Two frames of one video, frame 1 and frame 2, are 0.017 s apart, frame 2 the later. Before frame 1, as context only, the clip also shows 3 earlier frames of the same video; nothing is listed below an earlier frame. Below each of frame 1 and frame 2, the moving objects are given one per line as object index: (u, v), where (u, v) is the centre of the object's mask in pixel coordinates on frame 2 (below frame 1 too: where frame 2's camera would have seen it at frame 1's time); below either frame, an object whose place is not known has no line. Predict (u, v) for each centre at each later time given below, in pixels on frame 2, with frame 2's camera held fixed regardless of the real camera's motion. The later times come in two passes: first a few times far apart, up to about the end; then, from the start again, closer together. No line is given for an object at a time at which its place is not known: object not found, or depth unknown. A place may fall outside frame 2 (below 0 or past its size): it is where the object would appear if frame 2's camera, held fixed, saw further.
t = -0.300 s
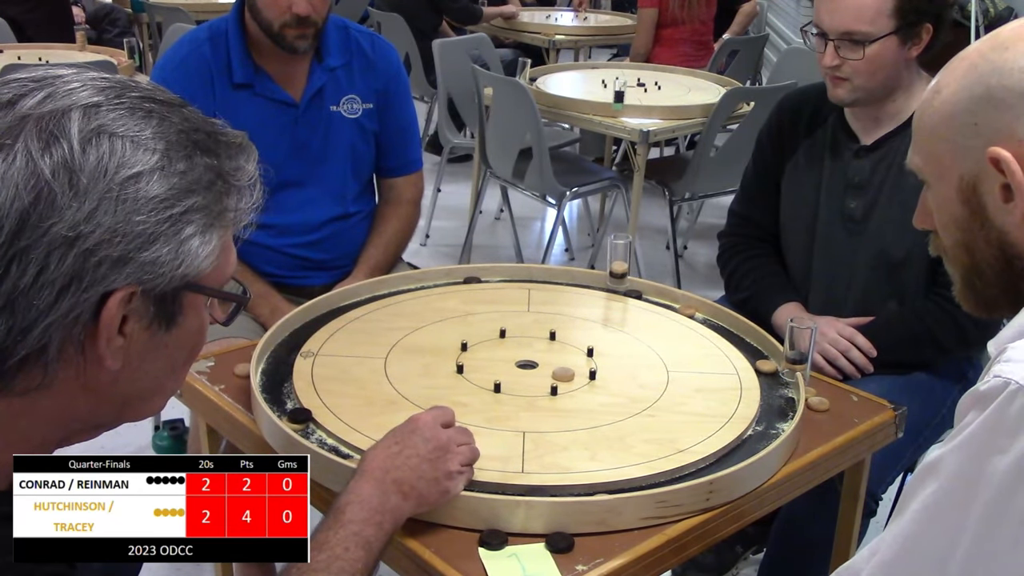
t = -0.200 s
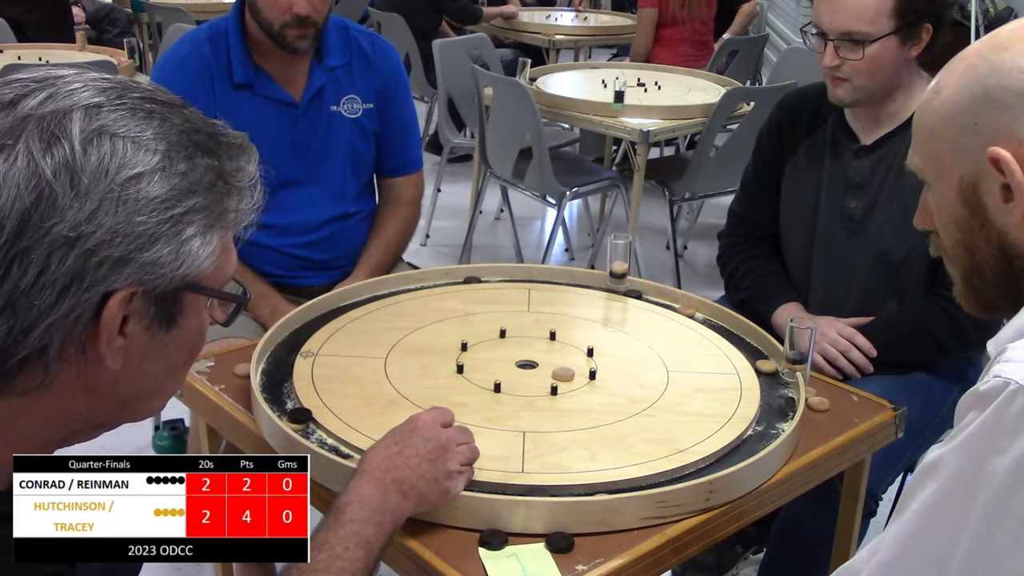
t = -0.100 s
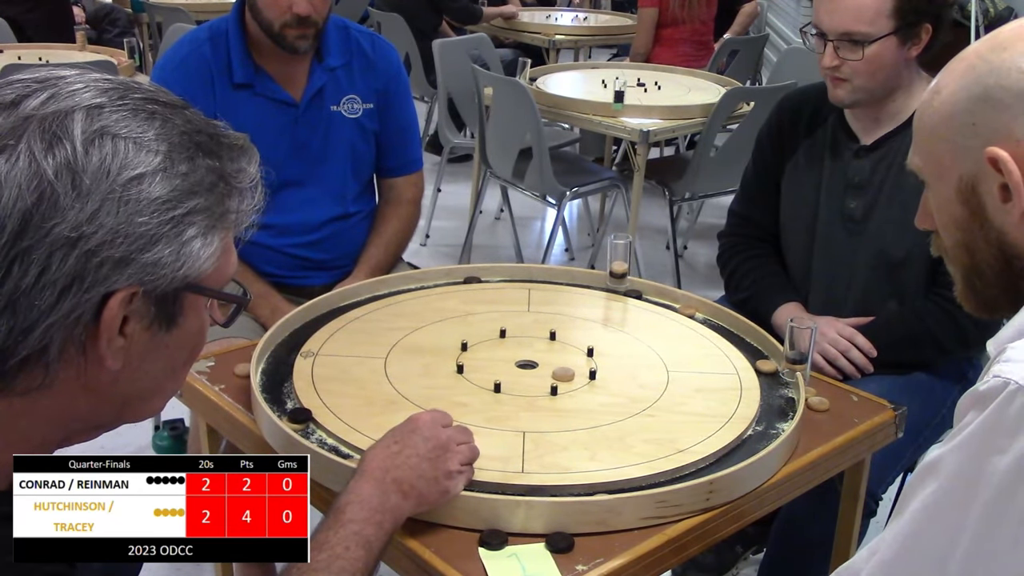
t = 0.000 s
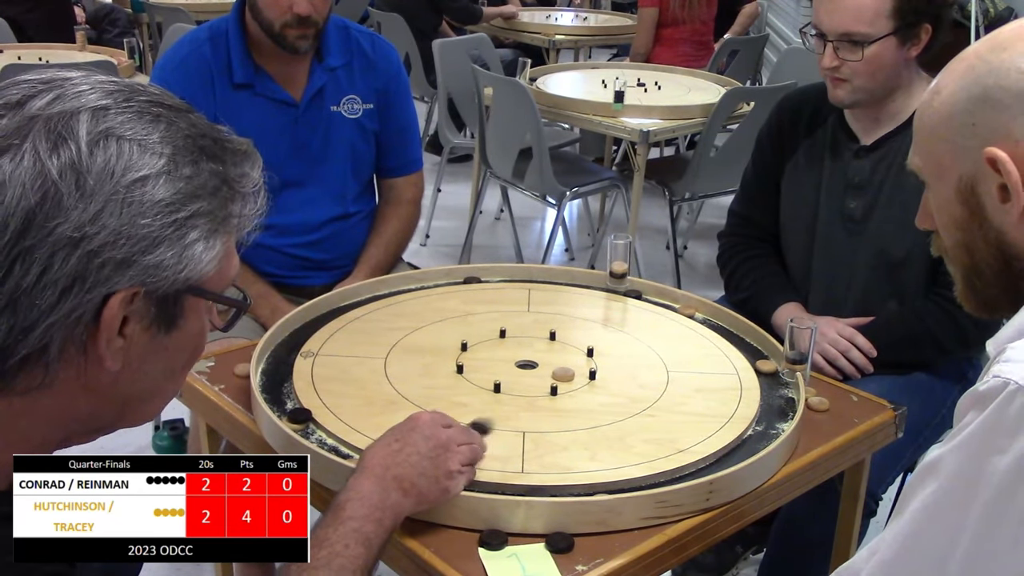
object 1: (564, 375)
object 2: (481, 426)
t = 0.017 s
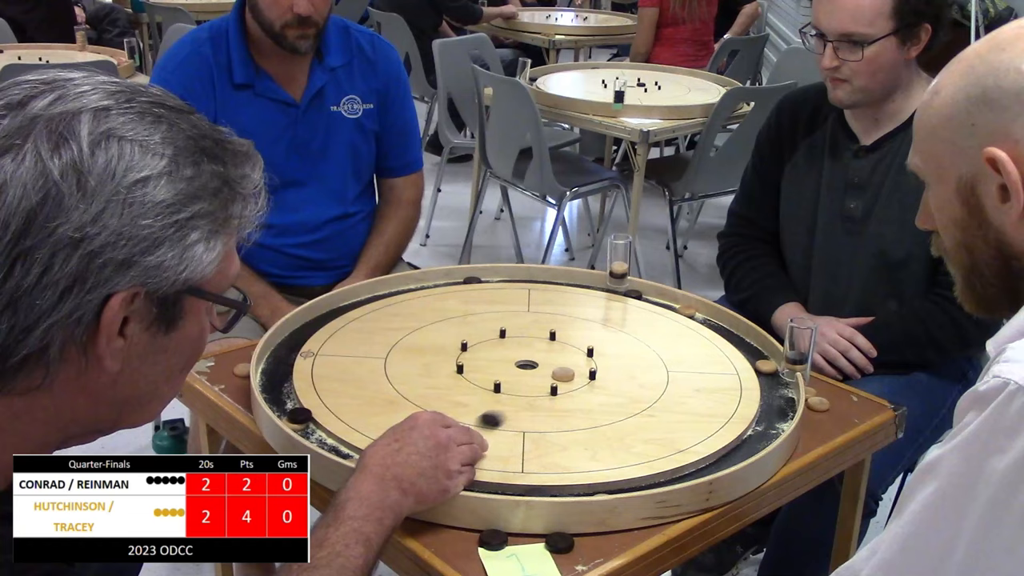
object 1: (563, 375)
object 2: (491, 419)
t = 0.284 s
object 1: (617, 384)
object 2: (550, 382)
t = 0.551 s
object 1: (671, 438)
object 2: (549, 380)
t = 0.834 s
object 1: (698, 475)
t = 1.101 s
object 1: (689, 479)
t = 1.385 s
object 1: (690, 479)
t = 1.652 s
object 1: (691, 479)
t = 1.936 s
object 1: (691, 479)
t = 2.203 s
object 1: (691, 479)
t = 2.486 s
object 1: (691, 479)
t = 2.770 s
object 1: (691, 479)
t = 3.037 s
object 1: (691, 479)
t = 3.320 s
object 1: (691, 479)
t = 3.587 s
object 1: (691, 479)
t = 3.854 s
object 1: (691, 479)
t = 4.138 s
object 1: (690, 479)
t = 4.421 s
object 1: (691, 479)
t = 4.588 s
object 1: (691, 479)
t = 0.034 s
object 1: (563, 374)
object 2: (501, 413)
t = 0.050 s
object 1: (563, 374)
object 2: (511, 406)
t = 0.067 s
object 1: (563, 374)
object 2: (523, 399)
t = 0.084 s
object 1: (563, 374)
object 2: (530, 393)
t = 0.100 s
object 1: (563, 374)
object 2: (541, 386)
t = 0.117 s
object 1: (565, 373)
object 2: (548, 381)
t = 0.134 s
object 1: (571, 370)
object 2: (550, 384)
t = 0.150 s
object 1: (580, 365)
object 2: (549, 383)
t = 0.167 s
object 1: (588, 361)
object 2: (549, 383)
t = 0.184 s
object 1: (594, 361)
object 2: (549, 382)
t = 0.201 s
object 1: (598, 364)
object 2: (549, 382)
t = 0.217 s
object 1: (604, 369)
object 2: (549, 382)
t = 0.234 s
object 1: (606, 372)
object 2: (550, 382)
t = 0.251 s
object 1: (609, 377)
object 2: (550, 382)
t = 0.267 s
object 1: (613, 381)
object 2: (550, 382)
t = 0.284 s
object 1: (617, 384)
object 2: (550, 382)
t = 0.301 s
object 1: (621, 388)
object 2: (550, 382)
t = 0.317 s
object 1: (624, 392)
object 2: (550, 382)
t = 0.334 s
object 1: (628, 396)
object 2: (550, 382)
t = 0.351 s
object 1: (631, 400)
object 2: (550, 382)
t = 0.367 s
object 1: (635, 403)
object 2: (550, 382)
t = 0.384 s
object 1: (638, 406)
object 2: (550, 382)
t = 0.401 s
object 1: (642, 410)
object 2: (550, 382)
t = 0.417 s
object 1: (645, 413)
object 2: (550, 381)
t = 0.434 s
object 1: (649, 417)
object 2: (550, 381)
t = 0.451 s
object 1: (652, 419)
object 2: (550, 381)
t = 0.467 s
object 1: (655, 423)
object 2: (549, 381)
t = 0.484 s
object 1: (658, 426)
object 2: (549, 381)
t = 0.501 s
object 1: (661, 429)
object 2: (549, 381)
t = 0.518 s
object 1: (665, 432)
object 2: (549, 381)
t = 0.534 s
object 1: (667, 435)
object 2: (549, 380)
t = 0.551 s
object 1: (671, 438)
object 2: (549, 380)
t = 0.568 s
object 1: (673, 441)
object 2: (549, 380)
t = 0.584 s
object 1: (676, 444)
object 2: (549, 380)
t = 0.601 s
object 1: (679, 446)
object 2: (549, 381)
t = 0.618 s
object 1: (681, 449)
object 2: (549, 381)
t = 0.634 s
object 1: (684, 451)
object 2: (549, 381)
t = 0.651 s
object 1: (686, 454)
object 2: (549, 381)
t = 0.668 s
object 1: (688, 455)
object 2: (549, 381)
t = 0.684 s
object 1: (691, 458)
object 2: (549, 381)
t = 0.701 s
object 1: (693, 460)
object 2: (550, 381)
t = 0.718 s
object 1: (696, 464)
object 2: (550, 381)
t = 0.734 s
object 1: (698, 468)
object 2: (550, 381)
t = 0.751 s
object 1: (699, 470)
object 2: (550, 381)
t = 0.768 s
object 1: (701, 473)
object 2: (550, 381)
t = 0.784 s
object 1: (702, 473)
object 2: (550, 381)
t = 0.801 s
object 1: (702, 474)
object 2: (549, 381)
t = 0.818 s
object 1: (700, 474)
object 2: (550, 381)
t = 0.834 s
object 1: (698, 475)
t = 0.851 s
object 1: (696, 474)
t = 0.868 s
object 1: (694, 474)
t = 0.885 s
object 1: (691, 475)
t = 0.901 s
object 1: (689, 474)
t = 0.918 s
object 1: (687, 475)
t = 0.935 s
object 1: (687, 476)
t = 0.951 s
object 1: (687, 476)
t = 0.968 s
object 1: (687, 476)
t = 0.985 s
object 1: (688, 477)
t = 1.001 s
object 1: (688, 477)
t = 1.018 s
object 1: (688, 477)
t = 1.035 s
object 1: (688, 478)
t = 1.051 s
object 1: (689, 478)
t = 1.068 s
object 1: (689, 478)
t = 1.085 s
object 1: (689, 479)
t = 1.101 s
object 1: (689, 479)
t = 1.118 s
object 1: (689, 479)
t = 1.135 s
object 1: (689, 479)
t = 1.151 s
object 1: (689, 479)
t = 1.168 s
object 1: (689, 479)
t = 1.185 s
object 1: (689, 479)
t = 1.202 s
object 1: (689, 479)
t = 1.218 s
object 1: (689, 479)
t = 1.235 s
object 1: (689, 479)
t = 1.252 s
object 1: (689, 479)
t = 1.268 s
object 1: (689, 479)
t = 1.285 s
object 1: (689, 479)
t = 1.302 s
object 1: (689, 479)
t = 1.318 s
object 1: (689, 479)
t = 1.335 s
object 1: (689, 479)
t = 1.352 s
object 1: (690, 479)
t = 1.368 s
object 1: (690, 479)
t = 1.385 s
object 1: (690, 479)
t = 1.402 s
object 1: (690, 479)
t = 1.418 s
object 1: (690, 479)
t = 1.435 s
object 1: (690, 479)
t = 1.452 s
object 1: (690, 479)
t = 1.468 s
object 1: (690, 479)
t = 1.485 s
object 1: (690, 479)
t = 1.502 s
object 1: (690, 479)
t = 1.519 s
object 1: (690, 479)
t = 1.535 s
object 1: (690, 479)
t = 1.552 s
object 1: (691, 478)
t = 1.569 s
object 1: (691, 479)
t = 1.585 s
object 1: (691, 479)
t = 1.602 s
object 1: (691, 479)
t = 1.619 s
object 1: (691, 479)
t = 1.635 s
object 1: (691, 479)
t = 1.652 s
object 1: (691, 479)
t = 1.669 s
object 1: (691, 479)
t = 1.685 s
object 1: (691, 479)
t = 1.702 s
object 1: (691, 479)
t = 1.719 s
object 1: (691, 479)
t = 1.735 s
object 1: (690, 479)
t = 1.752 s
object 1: (691, 479)
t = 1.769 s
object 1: (691, 479)
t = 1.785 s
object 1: (691, 479)
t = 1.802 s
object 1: (691, 479)
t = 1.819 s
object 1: (691, 479)
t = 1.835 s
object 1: (691, 479)
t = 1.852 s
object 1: (691, 479)
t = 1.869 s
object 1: (691, 479)
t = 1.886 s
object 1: (691, 479)
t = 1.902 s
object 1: (691, 479)
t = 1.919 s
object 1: (691, 479)
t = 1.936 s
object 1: (691, 479)
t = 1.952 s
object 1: (691, 479)
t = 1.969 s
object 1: (691, 479)
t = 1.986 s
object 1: (691, 479)
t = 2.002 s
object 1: (691, 479)
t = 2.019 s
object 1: (691, 479)
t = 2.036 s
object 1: (691, 479)
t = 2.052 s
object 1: (691, 479)
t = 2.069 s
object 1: (691, 479)
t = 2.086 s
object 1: (691, 479)
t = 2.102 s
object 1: (691, 479)
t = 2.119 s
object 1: (691, 479)
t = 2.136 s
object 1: (691, 479)
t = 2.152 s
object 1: (691, 479)
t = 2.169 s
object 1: (691, 479)
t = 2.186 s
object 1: (691, 479)
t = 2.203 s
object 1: (691, 479)
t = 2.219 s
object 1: (691, 479)
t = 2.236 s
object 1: (691, 479)
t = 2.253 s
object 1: (691, 479)
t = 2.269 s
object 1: (691, 479)
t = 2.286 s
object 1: (691, 479)
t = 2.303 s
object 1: (691, 479)
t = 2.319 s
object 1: (691, 479)
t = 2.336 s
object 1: (691, 479)
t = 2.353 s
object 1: (691, 479)
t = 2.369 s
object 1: (691, 479)
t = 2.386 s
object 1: (691, 479)
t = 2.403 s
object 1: (691, 479)
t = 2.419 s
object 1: (691, 479)
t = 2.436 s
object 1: (691, 479)
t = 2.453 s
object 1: (691, 479)
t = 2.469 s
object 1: (691, 479)
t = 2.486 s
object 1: (691, 479)
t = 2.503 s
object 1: (691, 479)
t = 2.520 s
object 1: (691, 479)
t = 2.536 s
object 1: (691, 479)
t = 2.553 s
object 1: (691, 479)
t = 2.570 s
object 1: (691, 479)
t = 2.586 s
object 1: (691, 479)
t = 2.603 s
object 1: (691, 479)
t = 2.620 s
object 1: (691, 479)
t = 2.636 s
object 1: (691, 479)
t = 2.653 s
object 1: (691, 479)
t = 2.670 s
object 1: (691, 479)
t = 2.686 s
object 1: (691, 479)
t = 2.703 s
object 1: (691, 479)
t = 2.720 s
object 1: (691, 479)
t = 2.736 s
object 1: (691, 479)
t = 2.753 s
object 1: (691, 479)
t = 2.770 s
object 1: (691, 479)
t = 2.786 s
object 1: (691, 479)
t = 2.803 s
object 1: (691, 479)
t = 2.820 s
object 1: (691, 479)
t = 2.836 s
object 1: (691, 479)
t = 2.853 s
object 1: (691, 479)
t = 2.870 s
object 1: (691, 479)
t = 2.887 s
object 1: (691, 479)
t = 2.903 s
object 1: (691, 479)
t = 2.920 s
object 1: (691, 479)
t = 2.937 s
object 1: (691, 479)
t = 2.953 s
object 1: (691, 479)
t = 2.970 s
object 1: (691, 479)
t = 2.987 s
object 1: (691, 479)
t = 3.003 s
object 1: (691, 479)
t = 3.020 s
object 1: (691, 479)
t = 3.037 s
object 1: (691, 479)
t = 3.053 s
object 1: (691, 479)
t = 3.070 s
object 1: (691, 479)
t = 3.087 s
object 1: (691, 479)
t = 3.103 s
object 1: (691, 479)
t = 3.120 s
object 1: (691, 479)
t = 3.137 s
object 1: (691, 479)
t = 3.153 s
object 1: (691, 479)
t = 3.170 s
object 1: (691, 479)
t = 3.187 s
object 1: (691, 479)
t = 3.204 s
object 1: (691, 479)
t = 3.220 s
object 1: (691, 479)
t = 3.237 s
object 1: (691, 479)
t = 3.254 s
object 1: (691, 479)
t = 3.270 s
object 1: (691, 479)
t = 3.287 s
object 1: (691, 479)
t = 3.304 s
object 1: (691, 479)
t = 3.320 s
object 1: (691, 479)
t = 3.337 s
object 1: (691, 479)
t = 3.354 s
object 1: (691, 479)
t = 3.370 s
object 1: (691, 479)
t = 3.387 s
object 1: (691, 479)
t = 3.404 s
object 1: (691, 479)
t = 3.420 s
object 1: (691, 479)
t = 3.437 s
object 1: (691, 479)
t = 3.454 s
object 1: (691, 479)
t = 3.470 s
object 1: (691, 479)
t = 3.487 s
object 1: (691, 479)
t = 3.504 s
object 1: (691, 479)
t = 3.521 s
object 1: (691, 479)
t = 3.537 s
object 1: (690, 479)
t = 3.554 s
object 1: (690, 479)
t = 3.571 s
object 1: (691, 479)
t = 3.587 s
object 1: (691, 479)
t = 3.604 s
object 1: (691, 479)
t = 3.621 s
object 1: (690, 479)
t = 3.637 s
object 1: (690, 479)
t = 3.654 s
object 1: (691, 479)
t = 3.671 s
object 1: (691, 479)
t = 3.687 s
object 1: (690, 479)
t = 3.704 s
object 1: (690, 479)
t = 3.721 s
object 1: (690, 479)
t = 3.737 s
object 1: (691, 479)
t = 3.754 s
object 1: (690, 479)
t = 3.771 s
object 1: (690, 479)
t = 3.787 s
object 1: (690, 479)
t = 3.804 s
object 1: (690, 479)
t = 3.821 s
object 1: (691, 479)
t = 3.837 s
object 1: (690, 479)
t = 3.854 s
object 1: (691, 479)
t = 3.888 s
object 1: (691, 479)
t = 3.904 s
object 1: (691, 479)
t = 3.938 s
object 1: (690, 479)
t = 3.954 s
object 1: (691, 479)
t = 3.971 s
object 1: (691, 479)
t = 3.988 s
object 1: (691, 479)
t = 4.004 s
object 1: (690, 479)
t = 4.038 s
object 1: (690, 479)
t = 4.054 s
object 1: (691, 479)
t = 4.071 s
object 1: (690, 479)
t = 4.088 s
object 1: (690, 479)
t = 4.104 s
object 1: (690, 479)
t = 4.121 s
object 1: (690, 479)
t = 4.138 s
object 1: (690, 479)
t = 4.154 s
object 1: (690, 479)
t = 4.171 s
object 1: (691, 479)
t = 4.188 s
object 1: (691, 479)
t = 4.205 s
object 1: (690, 479)
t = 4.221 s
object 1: (690, 479)
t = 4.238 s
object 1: (691, 479)
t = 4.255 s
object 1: (690, 479)
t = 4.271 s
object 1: (690, 479)
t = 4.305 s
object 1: (690, 479)
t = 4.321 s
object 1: (691, 479)
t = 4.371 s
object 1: (691, 479)
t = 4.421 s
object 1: (691, 479)
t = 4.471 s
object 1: (691, 479)
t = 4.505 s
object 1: (691, 479)
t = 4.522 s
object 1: (691, 479)
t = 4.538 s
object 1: (691, 479)
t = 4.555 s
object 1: (691, 479)
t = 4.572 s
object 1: (691, 479)
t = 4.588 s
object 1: (691, 479)
